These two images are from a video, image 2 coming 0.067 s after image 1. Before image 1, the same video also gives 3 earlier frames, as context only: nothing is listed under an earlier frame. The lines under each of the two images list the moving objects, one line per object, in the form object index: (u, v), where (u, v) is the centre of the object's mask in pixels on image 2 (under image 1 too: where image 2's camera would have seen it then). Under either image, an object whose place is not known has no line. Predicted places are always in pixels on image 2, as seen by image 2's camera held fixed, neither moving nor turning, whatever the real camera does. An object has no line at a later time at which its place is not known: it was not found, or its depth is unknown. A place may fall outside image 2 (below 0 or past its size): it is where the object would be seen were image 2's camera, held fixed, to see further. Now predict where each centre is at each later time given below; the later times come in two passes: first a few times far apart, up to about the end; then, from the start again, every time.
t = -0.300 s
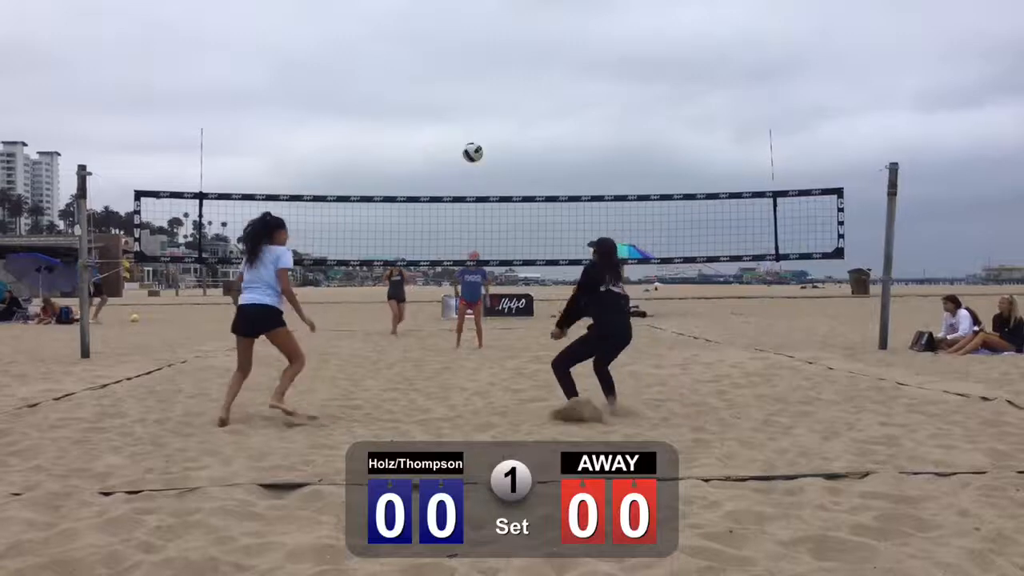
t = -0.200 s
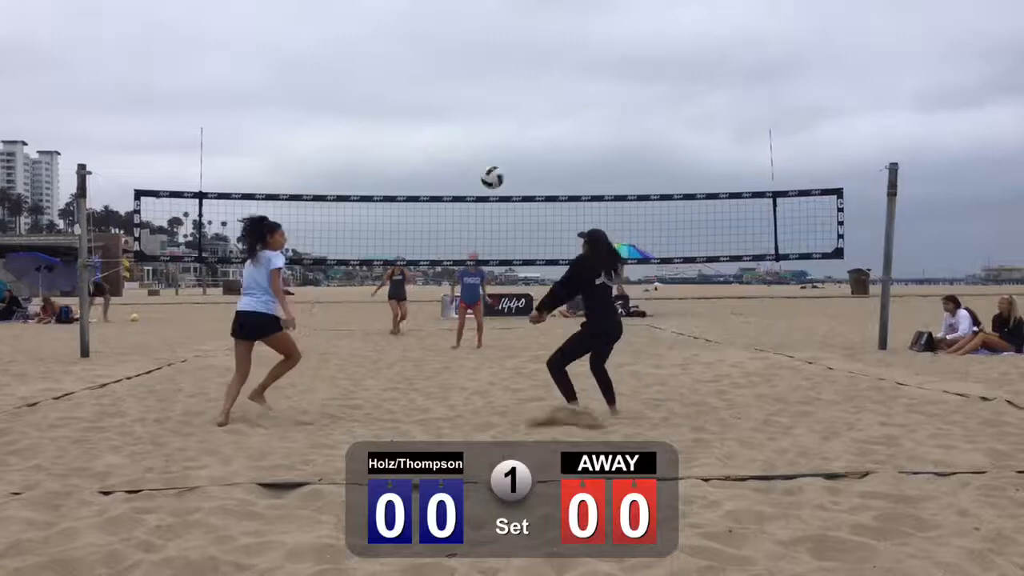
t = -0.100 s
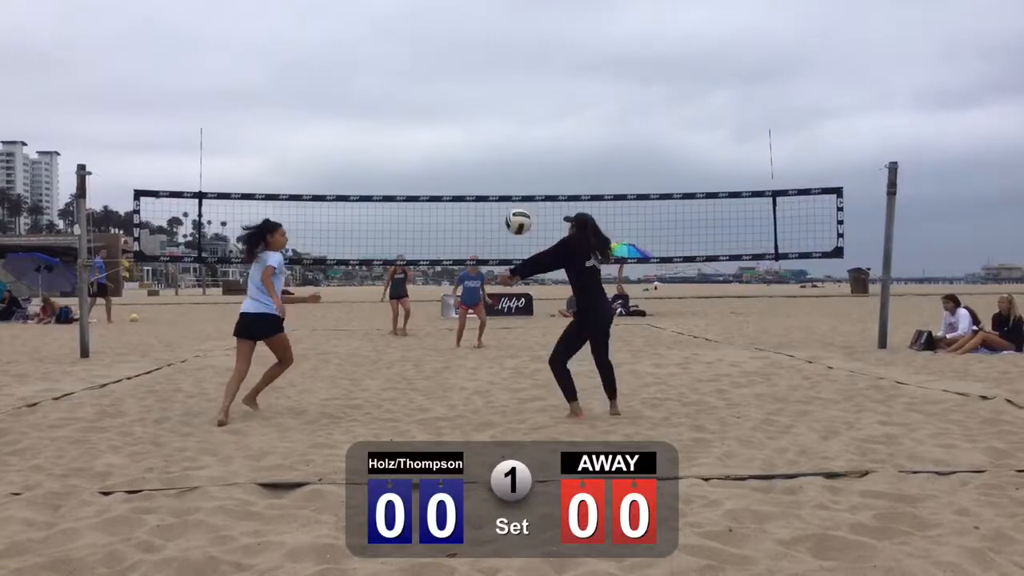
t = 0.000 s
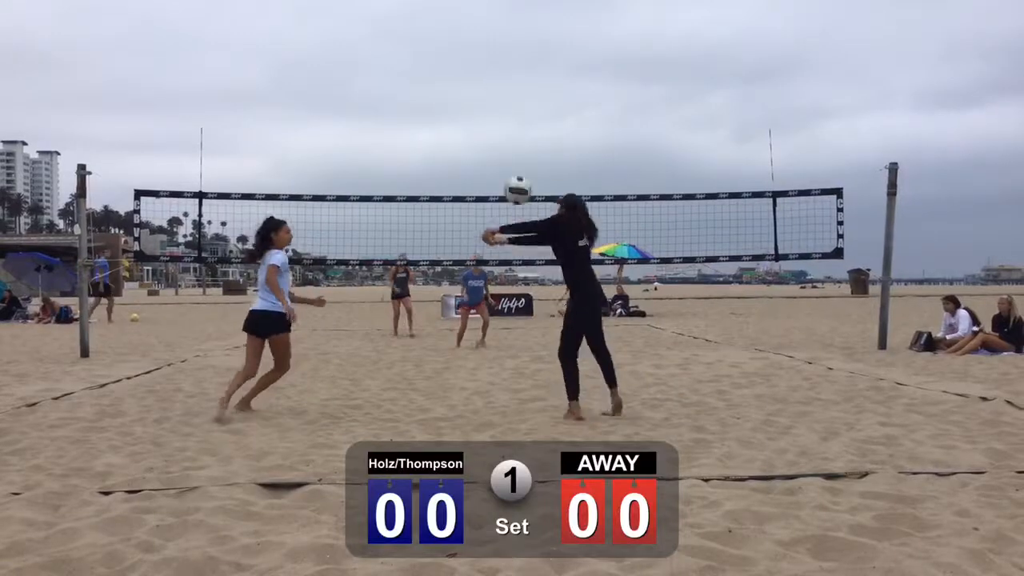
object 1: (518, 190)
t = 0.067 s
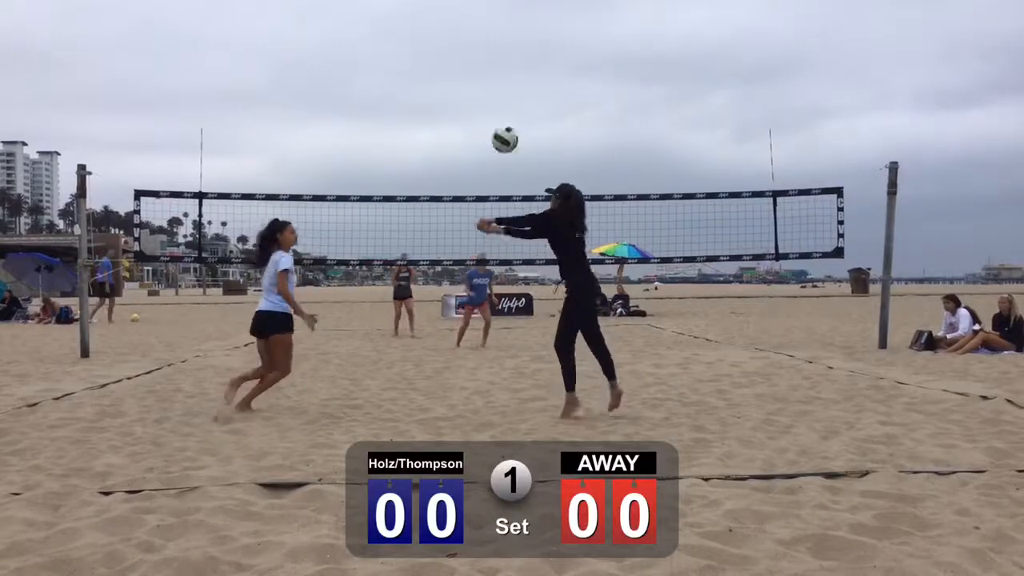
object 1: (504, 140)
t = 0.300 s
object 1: (465, 29)
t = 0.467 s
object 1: (445, 5)
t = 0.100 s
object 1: (498, 118)
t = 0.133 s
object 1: (492, 99)
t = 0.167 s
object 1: (486, 82)
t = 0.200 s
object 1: (480, 67)
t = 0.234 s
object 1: (475, 52)
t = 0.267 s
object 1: (470, 40)
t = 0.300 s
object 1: (465, 29)
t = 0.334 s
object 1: (461, 21)
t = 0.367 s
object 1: (456, 14)
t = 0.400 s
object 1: (452, 9)
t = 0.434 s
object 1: (448, 7)
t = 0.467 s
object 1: (445, 5)
